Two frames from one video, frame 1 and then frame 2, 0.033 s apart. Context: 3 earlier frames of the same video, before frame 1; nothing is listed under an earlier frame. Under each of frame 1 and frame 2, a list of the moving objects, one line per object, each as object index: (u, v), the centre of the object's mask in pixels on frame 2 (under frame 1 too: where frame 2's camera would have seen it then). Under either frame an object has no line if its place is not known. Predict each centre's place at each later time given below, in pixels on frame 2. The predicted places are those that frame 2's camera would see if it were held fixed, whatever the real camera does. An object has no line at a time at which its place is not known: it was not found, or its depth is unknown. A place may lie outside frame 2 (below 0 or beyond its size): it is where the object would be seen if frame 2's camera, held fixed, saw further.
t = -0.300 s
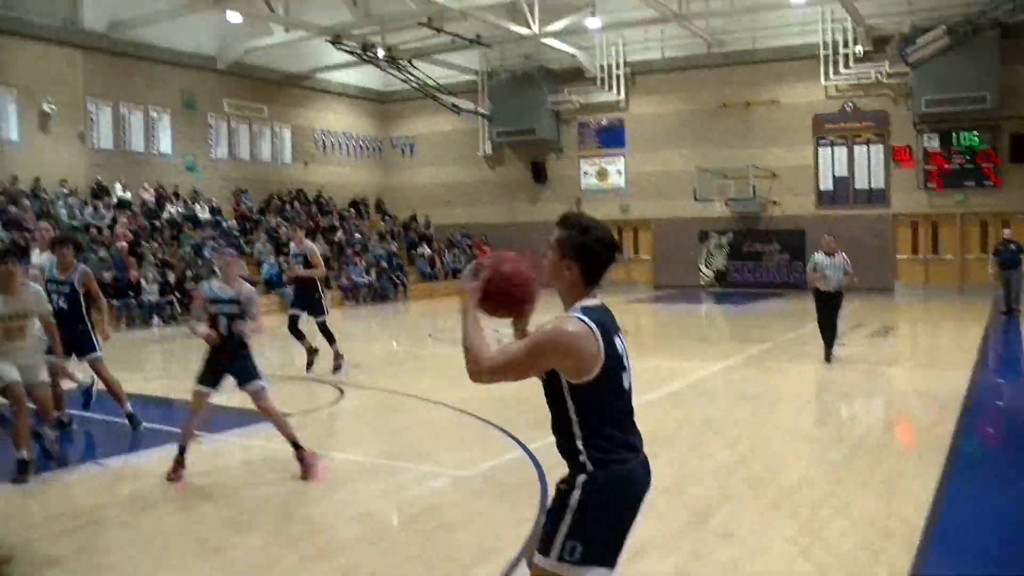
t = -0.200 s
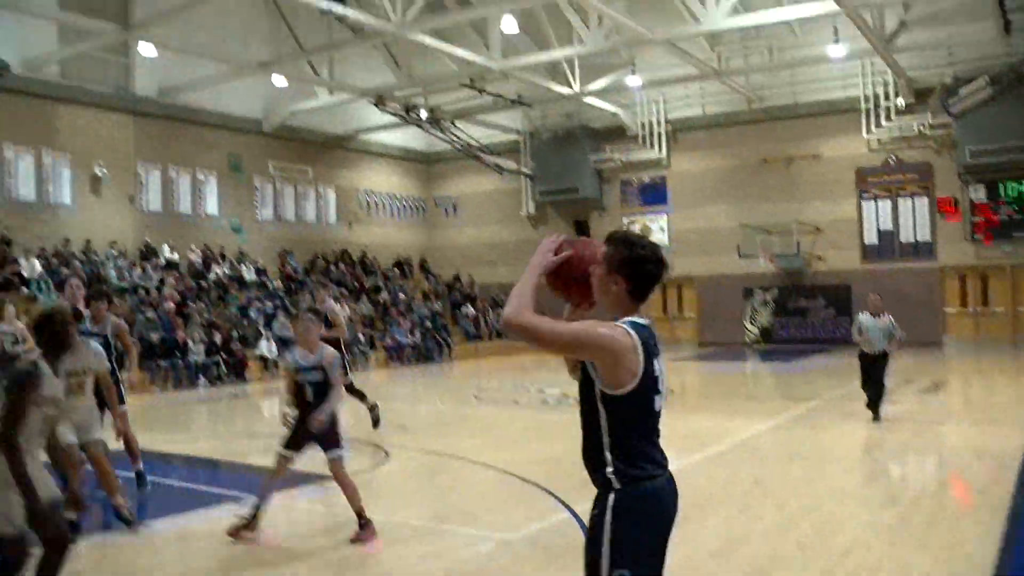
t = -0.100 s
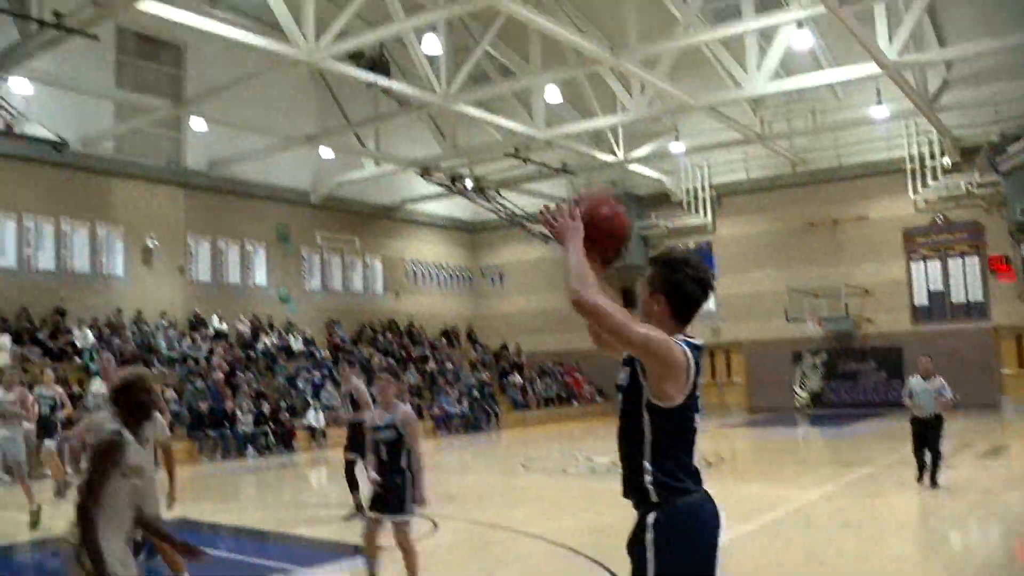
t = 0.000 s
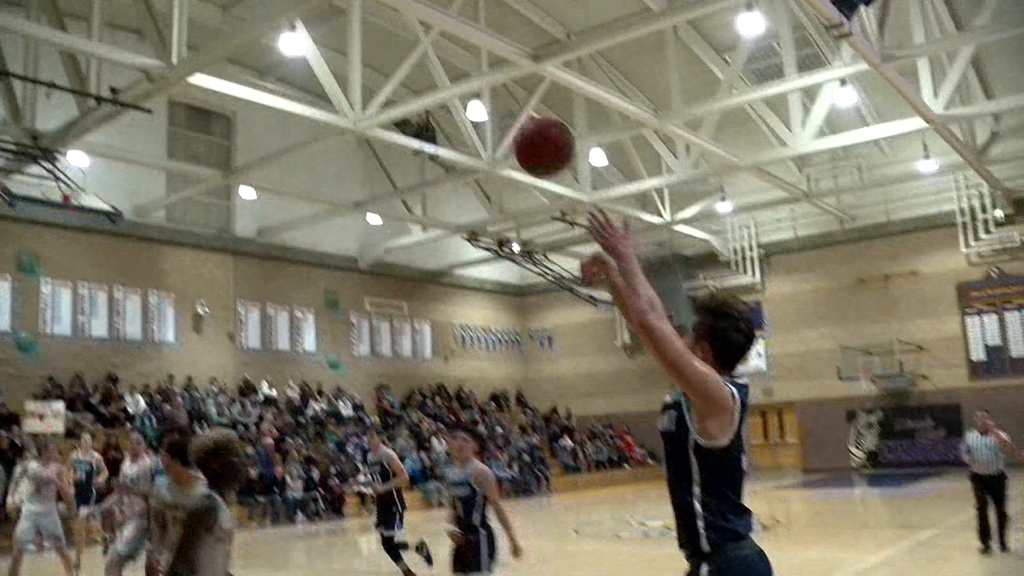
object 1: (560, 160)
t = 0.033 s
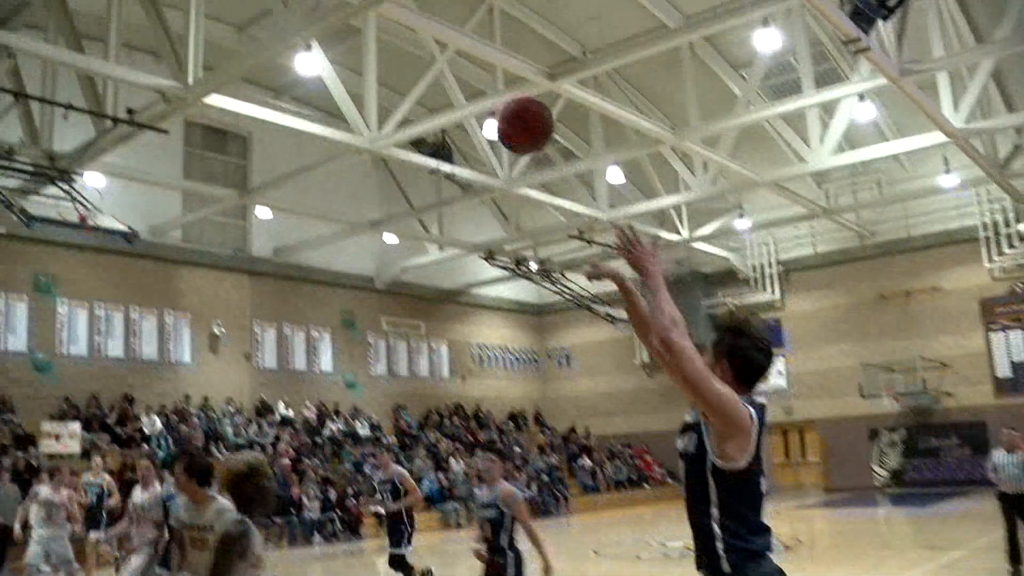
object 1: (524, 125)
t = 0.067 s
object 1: (492, 94)
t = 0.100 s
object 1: (462, 68)
